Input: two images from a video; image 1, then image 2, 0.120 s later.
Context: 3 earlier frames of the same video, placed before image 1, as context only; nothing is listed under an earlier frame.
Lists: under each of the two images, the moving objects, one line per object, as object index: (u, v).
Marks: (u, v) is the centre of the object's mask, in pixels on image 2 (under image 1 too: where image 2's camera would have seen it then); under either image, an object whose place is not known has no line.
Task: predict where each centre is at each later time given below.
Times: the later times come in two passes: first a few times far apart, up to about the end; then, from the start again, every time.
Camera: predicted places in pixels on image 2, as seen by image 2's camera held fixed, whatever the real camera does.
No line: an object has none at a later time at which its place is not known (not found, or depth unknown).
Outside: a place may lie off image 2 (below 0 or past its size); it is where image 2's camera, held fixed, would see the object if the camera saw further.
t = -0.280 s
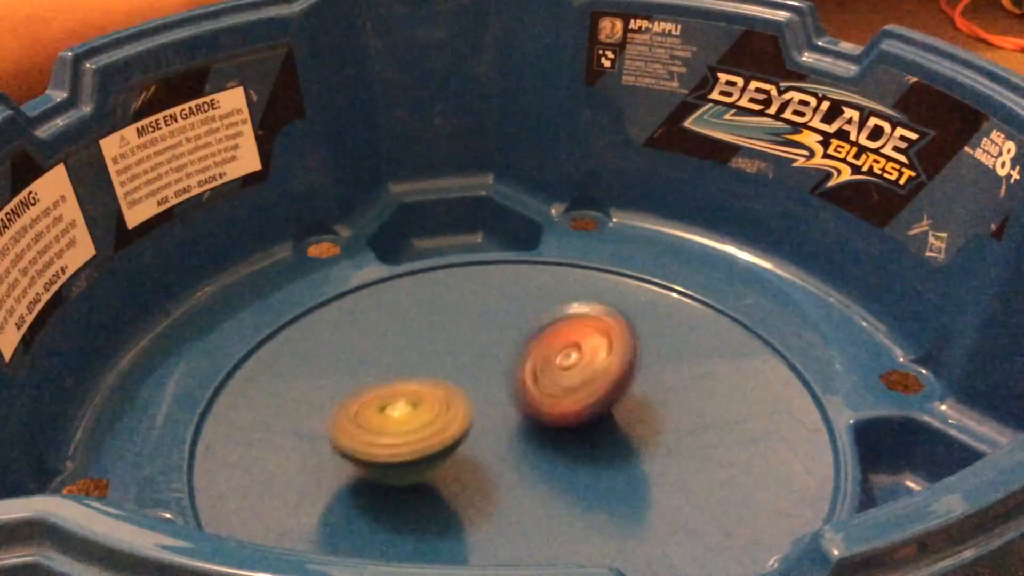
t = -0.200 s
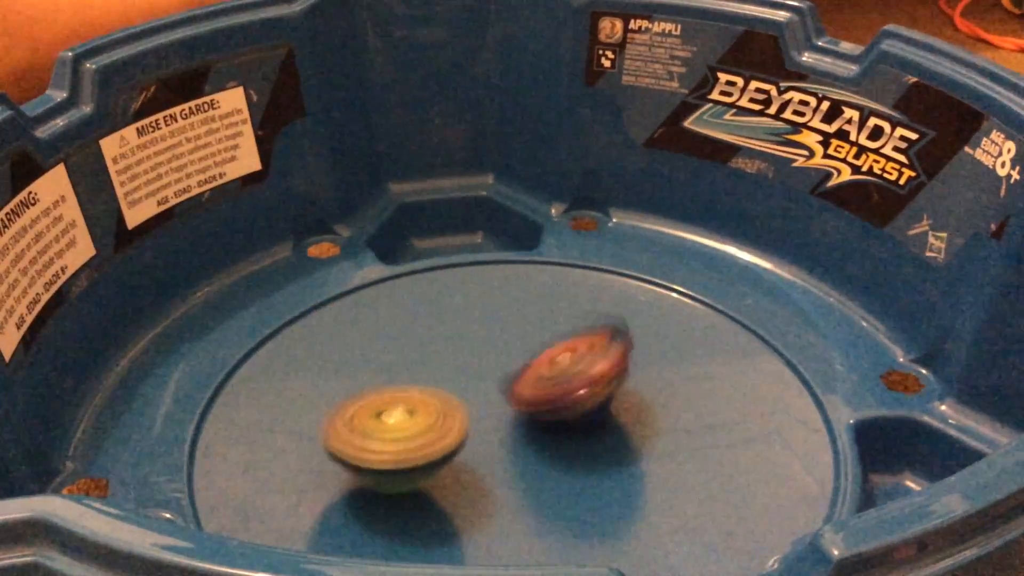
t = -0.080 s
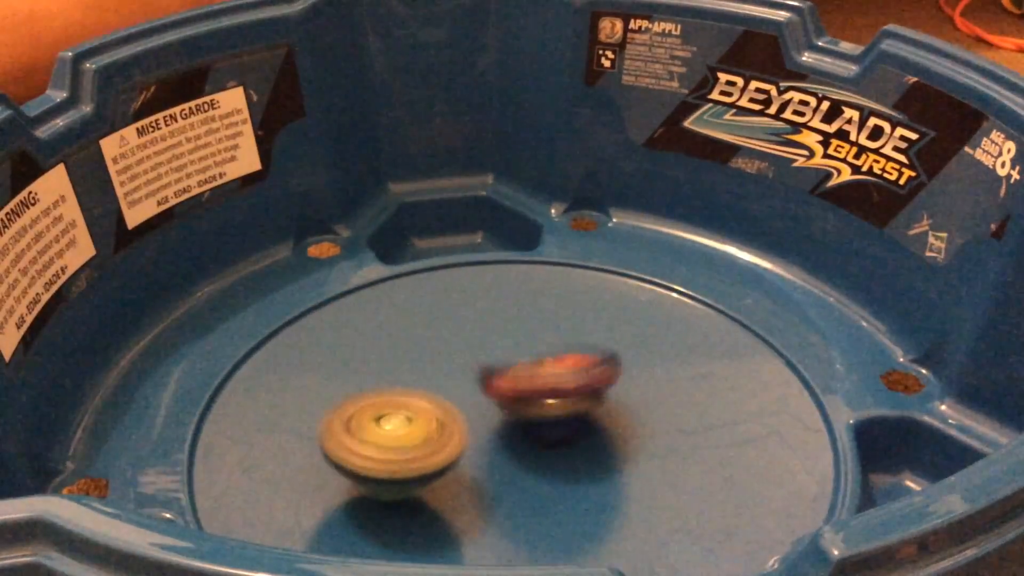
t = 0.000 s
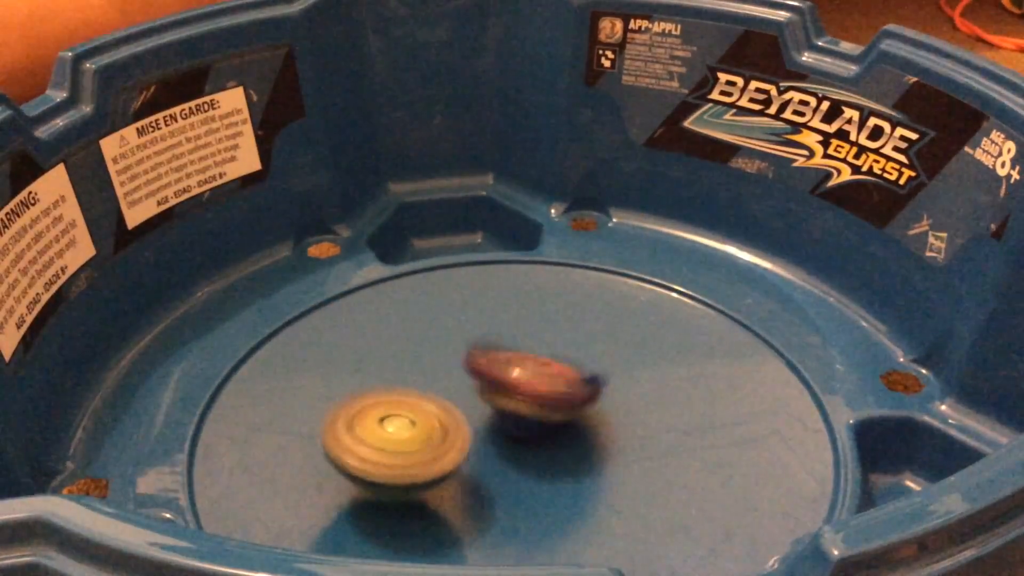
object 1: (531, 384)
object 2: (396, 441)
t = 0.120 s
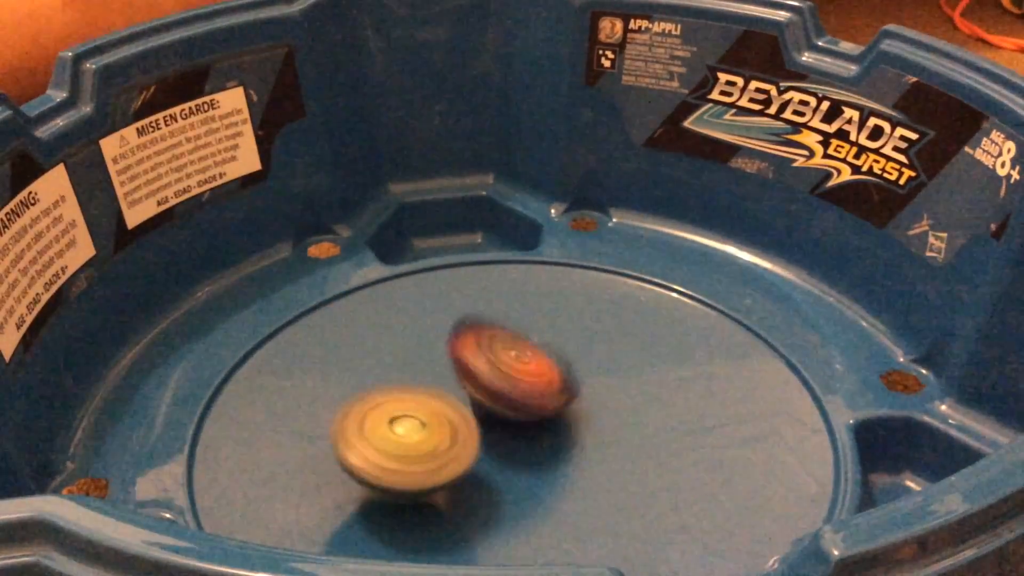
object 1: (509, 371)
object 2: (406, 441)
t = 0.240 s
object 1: (508, 359)
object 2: (425, 440)
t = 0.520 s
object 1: (519, 371)
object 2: (454, 475)
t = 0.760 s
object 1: (485, 382)
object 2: (453, 490)
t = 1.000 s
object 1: (480, 373)
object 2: (471, 470)
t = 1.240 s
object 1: (561, 395)
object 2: (467, 470)
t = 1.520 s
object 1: (571, 389)
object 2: (494, 458)
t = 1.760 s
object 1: (577, 375)
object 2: (473, 468)
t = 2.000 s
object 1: (577, 373)
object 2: (483, 446)
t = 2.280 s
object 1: (599, 367)
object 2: (524, 429)
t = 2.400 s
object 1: (602, 370)
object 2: (526, 435)
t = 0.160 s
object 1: (509, 367)
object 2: (411, 441)
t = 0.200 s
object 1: (509, 363)
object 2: (417, 440)
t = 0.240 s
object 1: (508, 359)
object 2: (425, 440)
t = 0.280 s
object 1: (509, 358)
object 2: (432, 440)
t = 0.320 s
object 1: (507, 354)
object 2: (441, 442)
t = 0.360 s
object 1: (507, 354)
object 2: (450, 443)
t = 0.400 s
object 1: (511, 355)
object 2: (458, 444)
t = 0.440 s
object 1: (516, 360)
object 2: (452, 457)
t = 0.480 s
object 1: (519, 364)
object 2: (452, 469)
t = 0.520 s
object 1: (519, 371)
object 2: (454, 475)
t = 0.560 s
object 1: (513, 376)
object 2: (454, 481)
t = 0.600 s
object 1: (500, 384)
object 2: (454, 485)
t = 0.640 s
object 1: (487, 382)
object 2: (454, 487)
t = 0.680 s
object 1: (486, 381)
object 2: (453, 490)
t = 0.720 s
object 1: (483, 382)
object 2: (453, 490)
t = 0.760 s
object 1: (485, 382)
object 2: (453, 490)
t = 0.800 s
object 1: (489, 382)
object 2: (453, 489)
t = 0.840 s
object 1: (487, 382)
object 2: (454, 486)
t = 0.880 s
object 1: (488, 381)
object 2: (456, 484)
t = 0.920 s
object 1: (491, 381)
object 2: (459, 480)
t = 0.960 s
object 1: (484, 379)
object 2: (464, 476)
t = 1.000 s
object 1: (480, 373)
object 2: (471, 470)
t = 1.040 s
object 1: (478, 375)
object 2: (472, 467)
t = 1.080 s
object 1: (492, 377)
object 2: (468, 465)
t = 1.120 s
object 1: (514, 385)
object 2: (461, 470)
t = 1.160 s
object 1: (540, 393)
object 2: (462, 471)
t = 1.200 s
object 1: (551, 395)
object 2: (465, 470)
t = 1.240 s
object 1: (561, 395)
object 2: (467, 470)
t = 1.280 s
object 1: (567, 391)
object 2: (468, 469)
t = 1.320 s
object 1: (567, 390)
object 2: (472, 467)
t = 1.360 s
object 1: (568, 392)
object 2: (477, 466)
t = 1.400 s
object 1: (567, 393)
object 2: (481, 464)
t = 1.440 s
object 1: (566, 391)
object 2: (486, 460)
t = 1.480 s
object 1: (566, 390)
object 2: (492, 459)
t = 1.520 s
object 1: (571, 389)
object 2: (494, 458)
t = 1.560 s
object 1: (573, 387)
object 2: (496, 456)
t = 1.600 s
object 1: (574, 386)
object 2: (493, 460)
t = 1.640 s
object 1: (579, 381)
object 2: (481, 467)
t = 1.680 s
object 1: (578, 378)
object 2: (473, 470)
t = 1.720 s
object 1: (578, 376)
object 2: (473, 469)
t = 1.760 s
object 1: (577, 375)
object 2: (473, 468)
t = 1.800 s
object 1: (576, 372)
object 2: (472, 467)
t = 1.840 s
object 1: (575, 371)
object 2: (470, 464)
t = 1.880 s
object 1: (577, 372)
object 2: (472, 460)
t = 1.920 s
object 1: (577, 373)
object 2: (475, 457)
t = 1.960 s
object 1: (578, 373)
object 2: (478, 452)
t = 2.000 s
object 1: (577, 373)
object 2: (483, 446)
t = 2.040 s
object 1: (577, 371)
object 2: (489, 442)
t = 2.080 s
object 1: (578, 370)
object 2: (499, 438)
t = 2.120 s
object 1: (580, 367)
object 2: (511, 434)
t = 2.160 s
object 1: (582, 364)
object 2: (517, 431)
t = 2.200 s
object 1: (588, 362)
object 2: (517, 430)
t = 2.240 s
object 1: (595, 365)
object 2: (517, 429)
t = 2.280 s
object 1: (599, 367)
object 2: (524, 429)
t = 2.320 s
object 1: (600, 368)
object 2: (527, 431)
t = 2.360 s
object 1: (601, 369)
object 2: (527, 433)
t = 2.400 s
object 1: (602, 370)
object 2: (526, 435)
